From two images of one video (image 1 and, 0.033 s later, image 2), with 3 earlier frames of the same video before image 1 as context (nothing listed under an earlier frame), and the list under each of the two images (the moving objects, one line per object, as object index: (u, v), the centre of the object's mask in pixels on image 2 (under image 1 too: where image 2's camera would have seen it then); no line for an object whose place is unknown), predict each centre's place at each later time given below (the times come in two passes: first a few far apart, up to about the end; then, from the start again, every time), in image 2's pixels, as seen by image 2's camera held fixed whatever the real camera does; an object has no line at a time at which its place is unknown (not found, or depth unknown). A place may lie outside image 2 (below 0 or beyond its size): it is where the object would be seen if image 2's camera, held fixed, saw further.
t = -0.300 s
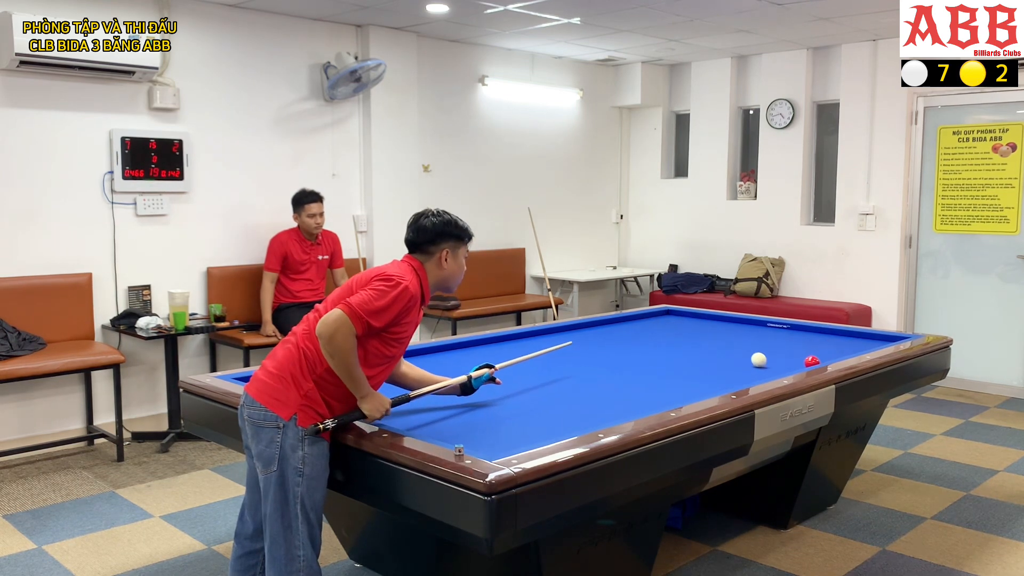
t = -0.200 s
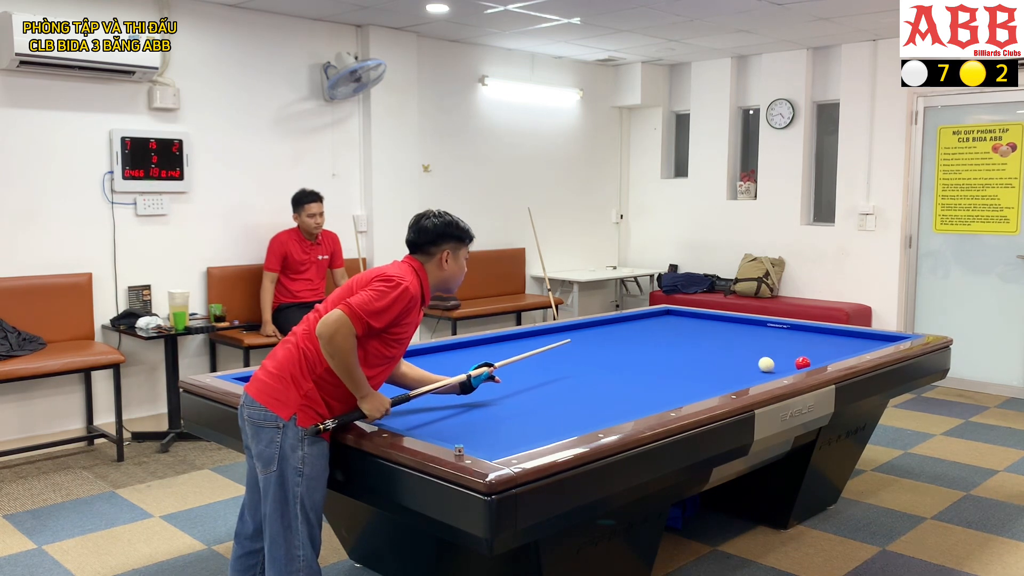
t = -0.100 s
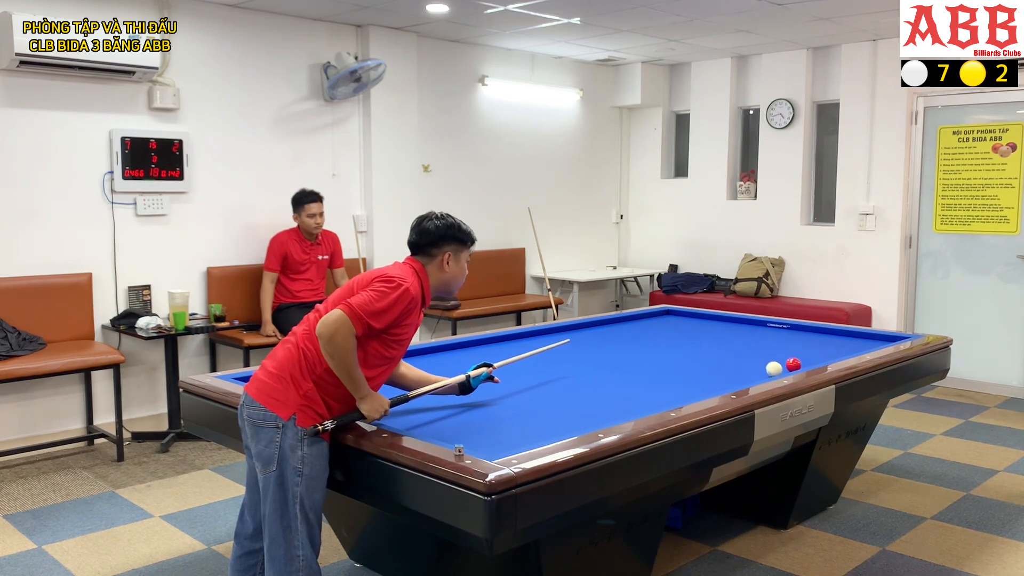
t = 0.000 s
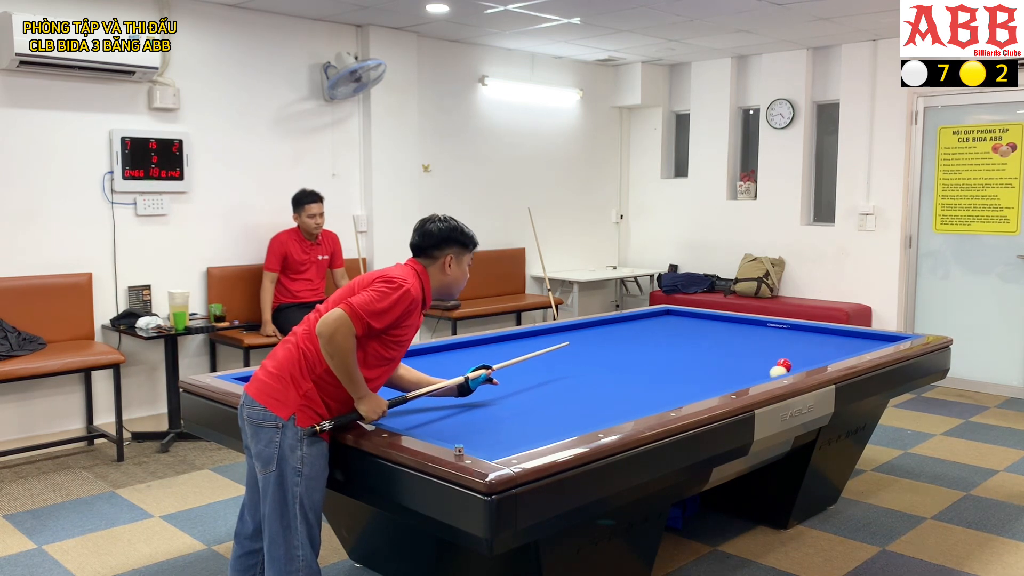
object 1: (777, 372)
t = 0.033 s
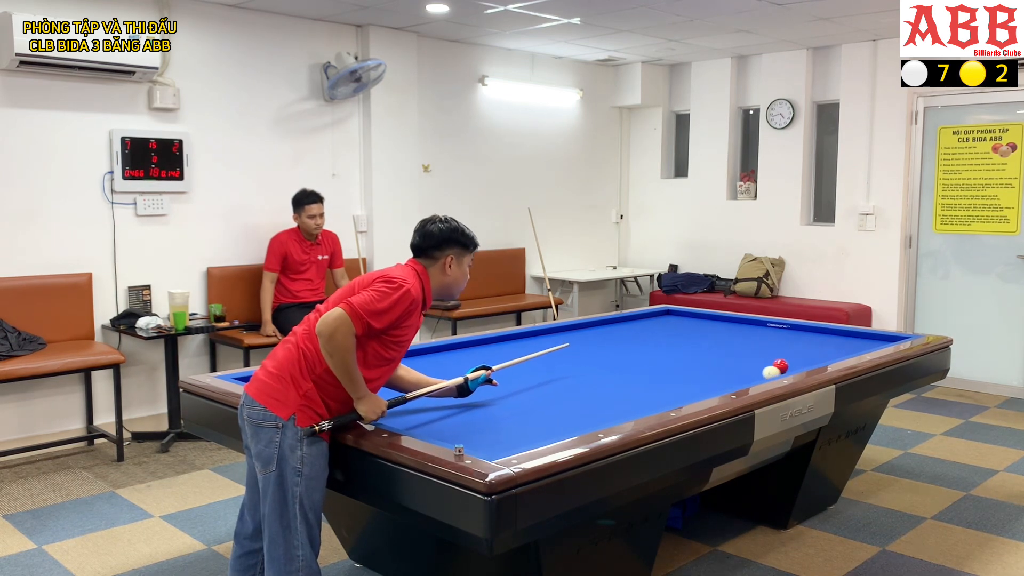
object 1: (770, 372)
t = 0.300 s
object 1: (721, 375)
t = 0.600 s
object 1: (666, 377)
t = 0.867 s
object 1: (617, 379)
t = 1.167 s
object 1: (562, 380)
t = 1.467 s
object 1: (507, 382)
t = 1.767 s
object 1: (452, 385)
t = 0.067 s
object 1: (764, 373)
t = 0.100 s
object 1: (757, 373)
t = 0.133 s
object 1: (751, 374)
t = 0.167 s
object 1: (745, 374)
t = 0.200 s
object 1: (739, 374)
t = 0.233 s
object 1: (733, 375)
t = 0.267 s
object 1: (727, 375)
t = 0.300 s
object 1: (721, 375)
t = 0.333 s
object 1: (715, 375)
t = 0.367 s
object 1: (709, 375)
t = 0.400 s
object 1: (703, 376)
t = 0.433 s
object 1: (696, 376)
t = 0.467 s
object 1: (690, 376)
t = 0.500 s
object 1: (684, 376)
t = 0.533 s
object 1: (678, 376)
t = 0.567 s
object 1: (672, 377)
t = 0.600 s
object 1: (666, 377)
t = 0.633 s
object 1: (660, 377)
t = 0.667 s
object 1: (654, 377)
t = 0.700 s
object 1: (647, 378)
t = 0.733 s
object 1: (641, 378)
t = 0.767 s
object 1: (635, 378)
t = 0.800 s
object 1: (629, 378)
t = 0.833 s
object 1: (623, 378)
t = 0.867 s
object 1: (617, 379)
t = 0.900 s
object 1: (611, 379)
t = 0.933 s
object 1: (605, 379)
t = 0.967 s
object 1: (599, 379)
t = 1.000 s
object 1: (593, 380)
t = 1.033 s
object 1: (586, 380)
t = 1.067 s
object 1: (580, 380)
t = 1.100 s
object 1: (574, 380)
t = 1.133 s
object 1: (568, 380)
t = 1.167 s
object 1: (562, 380)
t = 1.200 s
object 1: (556, 381)
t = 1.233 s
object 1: (550, 381)
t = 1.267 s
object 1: (544, 381)
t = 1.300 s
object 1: (538, 381)
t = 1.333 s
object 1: (532, 381)
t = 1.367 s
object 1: (526, 382)
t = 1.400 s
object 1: (520, 382)
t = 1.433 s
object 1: (513, 382)
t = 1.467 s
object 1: (507, 382)
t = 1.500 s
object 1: (501, 383)
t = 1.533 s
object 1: (495, 383)
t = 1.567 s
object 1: (489, 383)
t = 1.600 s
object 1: (483, 383)
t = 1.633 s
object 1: (477, 384)
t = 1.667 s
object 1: (471, 384)
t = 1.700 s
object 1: (465, 384)
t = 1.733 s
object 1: (459, 384)
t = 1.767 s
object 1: (452, 385)
